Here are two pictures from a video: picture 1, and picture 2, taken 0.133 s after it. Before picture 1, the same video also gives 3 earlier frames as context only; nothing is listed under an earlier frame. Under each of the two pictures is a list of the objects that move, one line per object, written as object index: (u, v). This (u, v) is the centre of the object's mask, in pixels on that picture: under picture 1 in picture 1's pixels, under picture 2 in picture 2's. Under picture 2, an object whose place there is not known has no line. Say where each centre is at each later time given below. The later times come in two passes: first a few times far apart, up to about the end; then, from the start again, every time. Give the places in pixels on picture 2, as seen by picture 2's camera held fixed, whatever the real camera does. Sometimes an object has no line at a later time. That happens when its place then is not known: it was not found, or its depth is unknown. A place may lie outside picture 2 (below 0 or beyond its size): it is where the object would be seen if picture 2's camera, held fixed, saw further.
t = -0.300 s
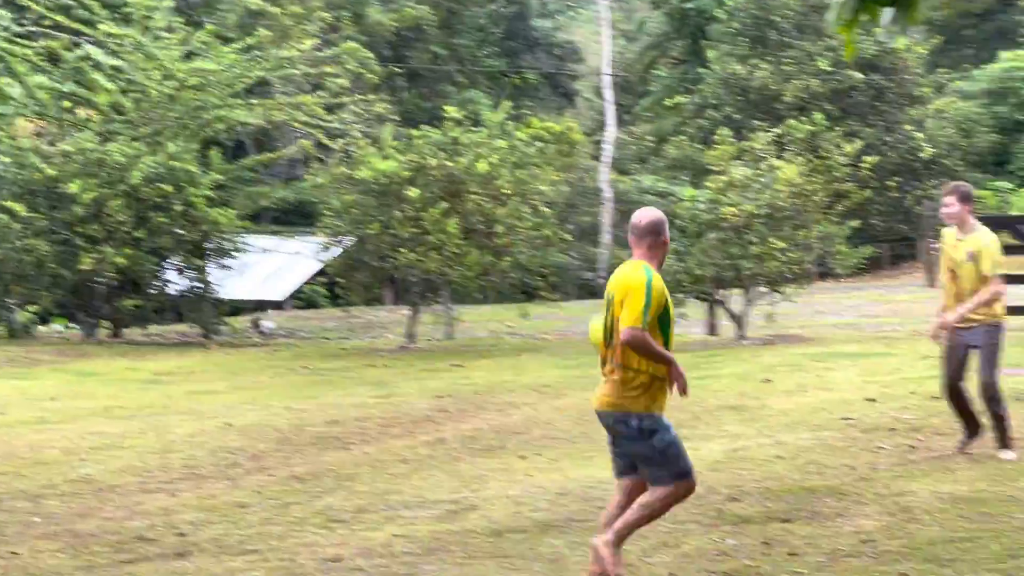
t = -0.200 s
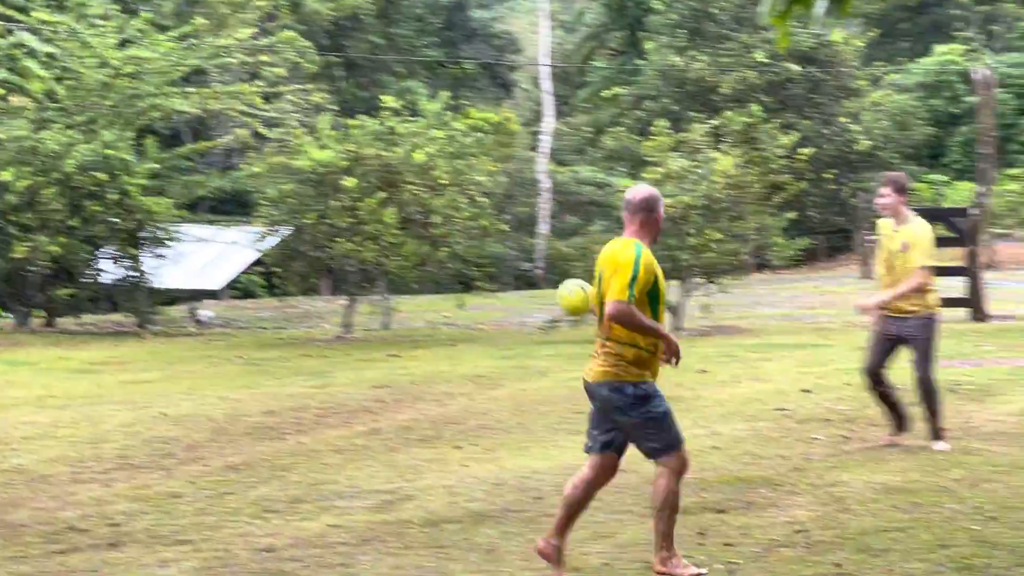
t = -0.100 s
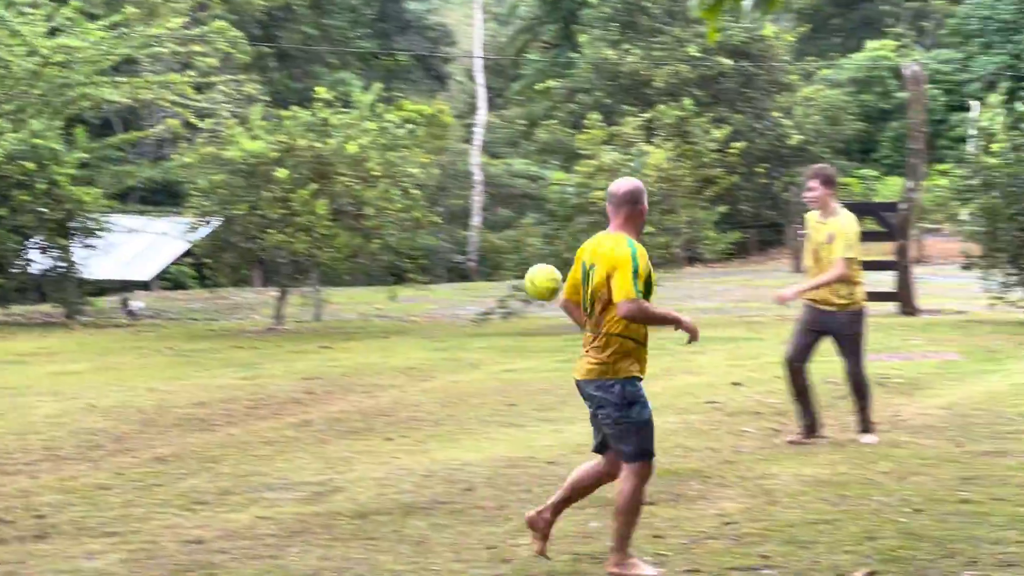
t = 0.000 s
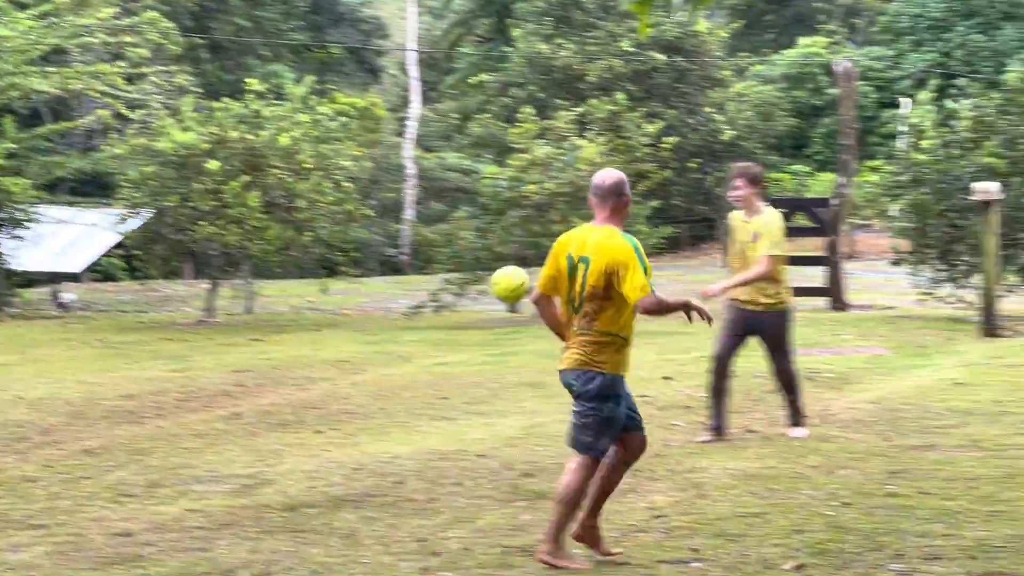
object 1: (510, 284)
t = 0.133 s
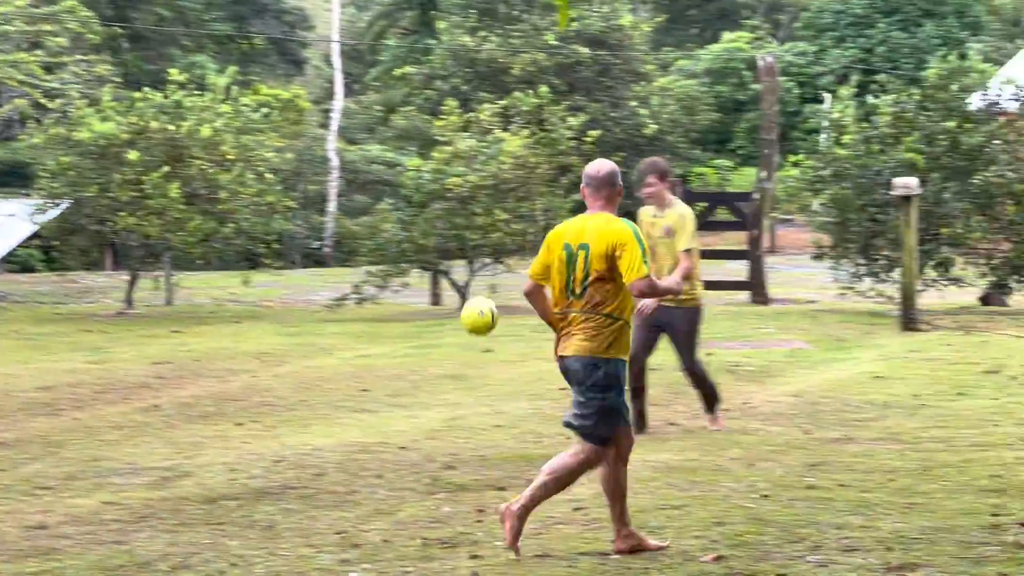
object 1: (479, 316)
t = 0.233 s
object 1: (514, 366)
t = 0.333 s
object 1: (548, 433)
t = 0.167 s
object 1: (491, 331)
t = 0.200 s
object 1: (503, 348)
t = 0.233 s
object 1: (514, 366)
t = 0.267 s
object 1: (525, 387)
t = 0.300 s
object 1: (536, 409)
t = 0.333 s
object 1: (548, 433)
